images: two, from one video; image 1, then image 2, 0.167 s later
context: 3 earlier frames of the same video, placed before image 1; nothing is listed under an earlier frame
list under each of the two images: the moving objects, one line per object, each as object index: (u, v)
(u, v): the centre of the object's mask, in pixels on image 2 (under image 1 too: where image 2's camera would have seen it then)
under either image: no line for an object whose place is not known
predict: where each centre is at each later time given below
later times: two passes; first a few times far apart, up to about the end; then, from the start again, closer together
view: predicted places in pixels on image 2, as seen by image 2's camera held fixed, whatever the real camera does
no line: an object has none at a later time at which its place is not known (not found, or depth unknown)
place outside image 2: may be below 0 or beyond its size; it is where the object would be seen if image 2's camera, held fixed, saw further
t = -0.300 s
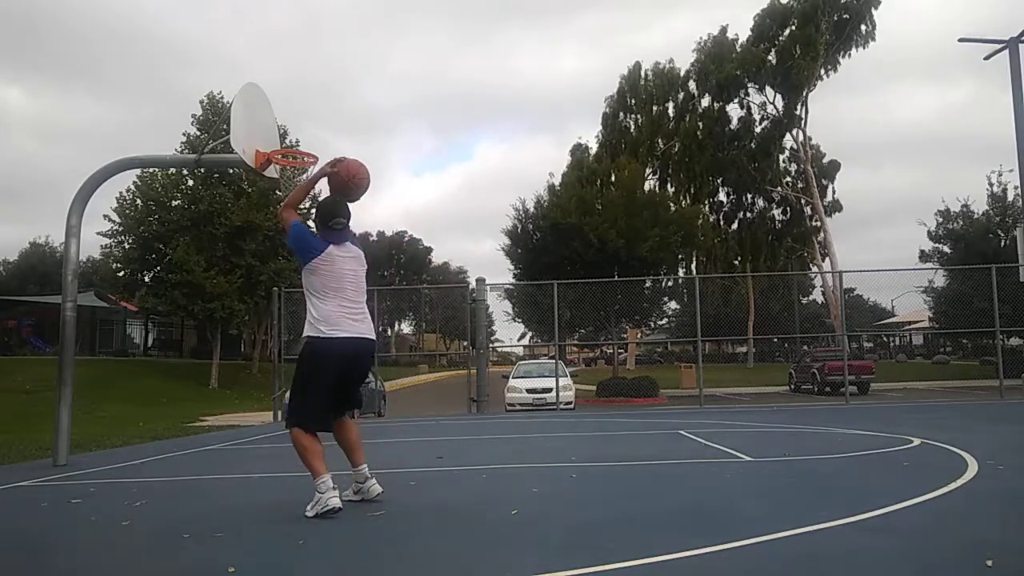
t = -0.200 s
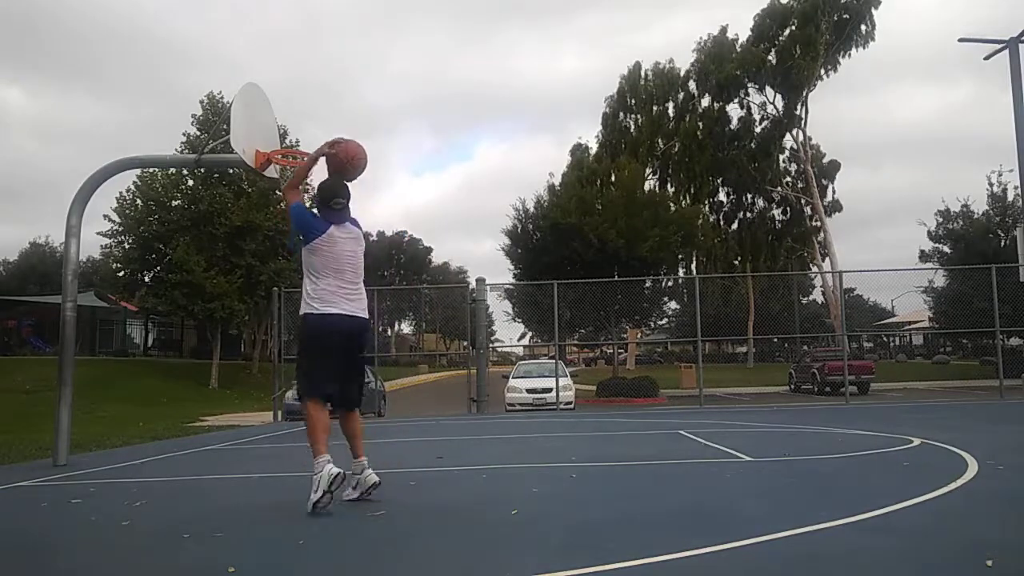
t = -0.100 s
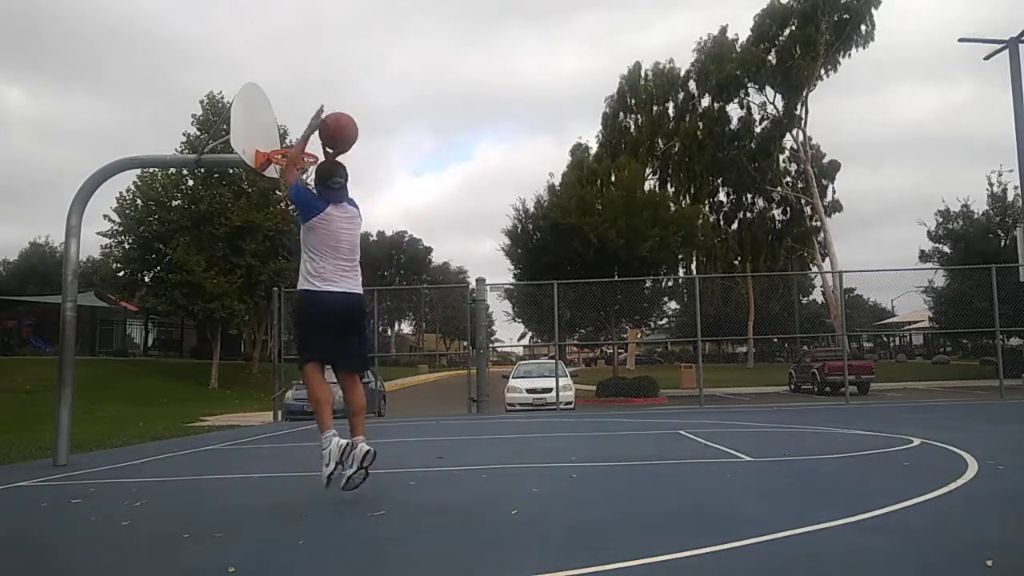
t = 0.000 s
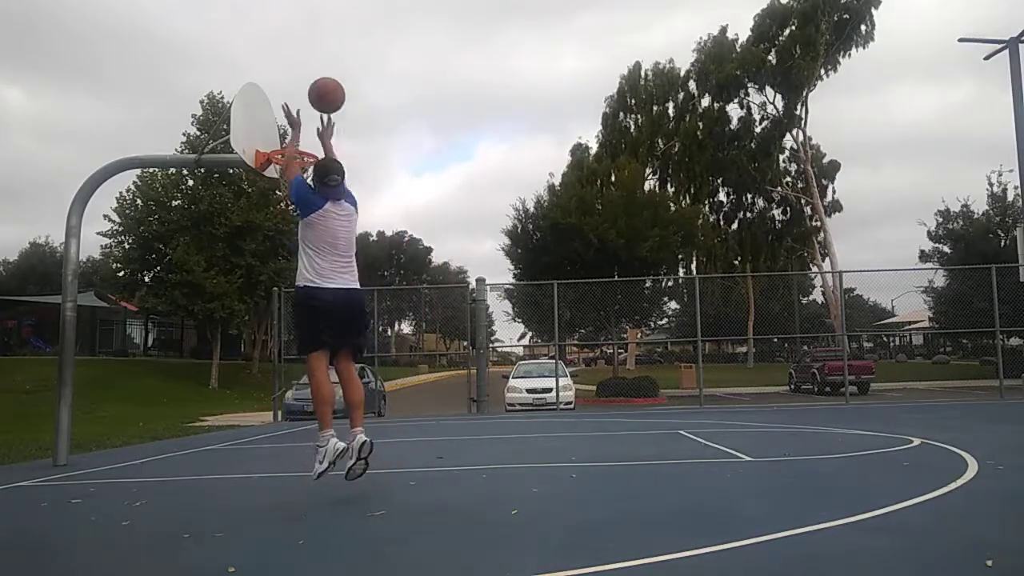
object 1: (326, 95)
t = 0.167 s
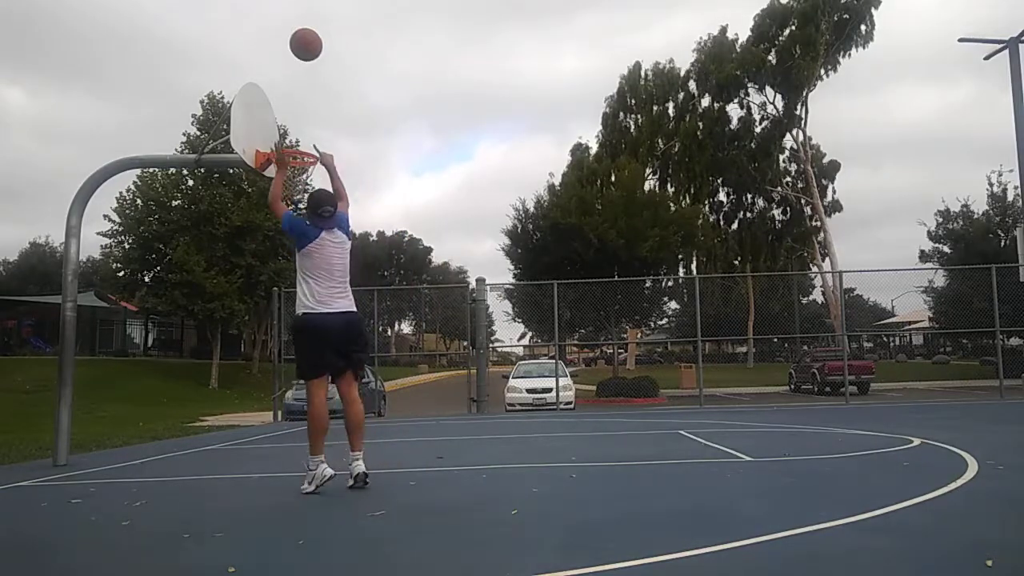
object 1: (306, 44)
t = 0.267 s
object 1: (295, 35)
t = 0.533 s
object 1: (273, 64)
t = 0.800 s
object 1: (284, 138)
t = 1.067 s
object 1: (286, 169)
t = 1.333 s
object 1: (285, 186)
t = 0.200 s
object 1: (302, 40)
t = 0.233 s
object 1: (299, 37)
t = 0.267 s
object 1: (295, 35)
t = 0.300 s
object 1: (292, 35)
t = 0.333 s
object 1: (289, 36)
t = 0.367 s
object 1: (286, 38)
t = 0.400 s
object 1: (283, 41)
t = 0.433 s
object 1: (280, 45)
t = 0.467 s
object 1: (277, 51)
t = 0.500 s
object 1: (275, 57)
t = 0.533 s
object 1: (273, 64)
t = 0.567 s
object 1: (270, 72)
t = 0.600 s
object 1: (268, 81)
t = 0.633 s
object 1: (266, 91)
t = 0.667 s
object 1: (264, 101)
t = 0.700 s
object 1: (261, 113)
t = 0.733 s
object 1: (268, 120)
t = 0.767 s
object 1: (276, 128)
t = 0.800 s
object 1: (284, 138)
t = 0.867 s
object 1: (299, 163)
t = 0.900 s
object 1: (299, 165)
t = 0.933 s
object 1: (298, 167)
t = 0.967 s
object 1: (296, 168)
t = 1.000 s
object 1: (293, 168)
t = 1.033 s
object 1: (291, 168)
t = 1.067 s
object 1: (286, 169)
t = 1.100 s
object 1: (287, 170)
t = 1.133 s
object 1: (282, 174)
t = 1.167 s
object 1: (281, 173)
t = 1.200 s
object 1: (279, 173)
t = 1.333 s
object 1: (285, 186)
